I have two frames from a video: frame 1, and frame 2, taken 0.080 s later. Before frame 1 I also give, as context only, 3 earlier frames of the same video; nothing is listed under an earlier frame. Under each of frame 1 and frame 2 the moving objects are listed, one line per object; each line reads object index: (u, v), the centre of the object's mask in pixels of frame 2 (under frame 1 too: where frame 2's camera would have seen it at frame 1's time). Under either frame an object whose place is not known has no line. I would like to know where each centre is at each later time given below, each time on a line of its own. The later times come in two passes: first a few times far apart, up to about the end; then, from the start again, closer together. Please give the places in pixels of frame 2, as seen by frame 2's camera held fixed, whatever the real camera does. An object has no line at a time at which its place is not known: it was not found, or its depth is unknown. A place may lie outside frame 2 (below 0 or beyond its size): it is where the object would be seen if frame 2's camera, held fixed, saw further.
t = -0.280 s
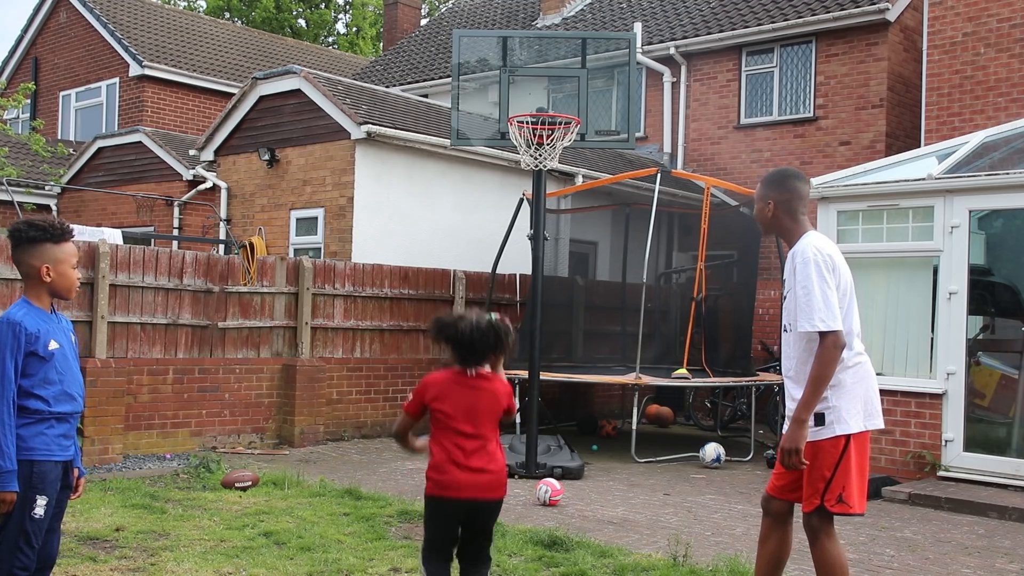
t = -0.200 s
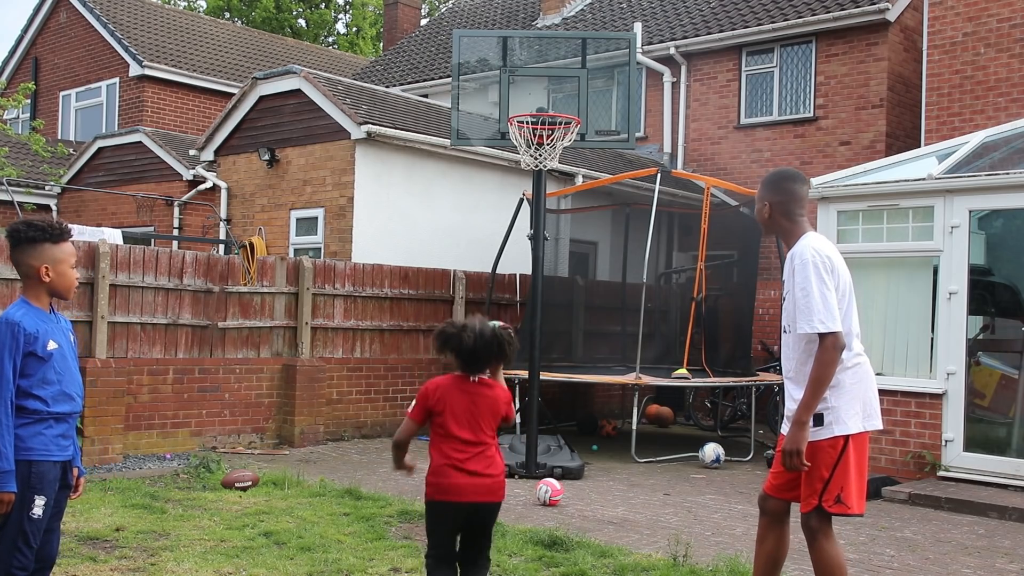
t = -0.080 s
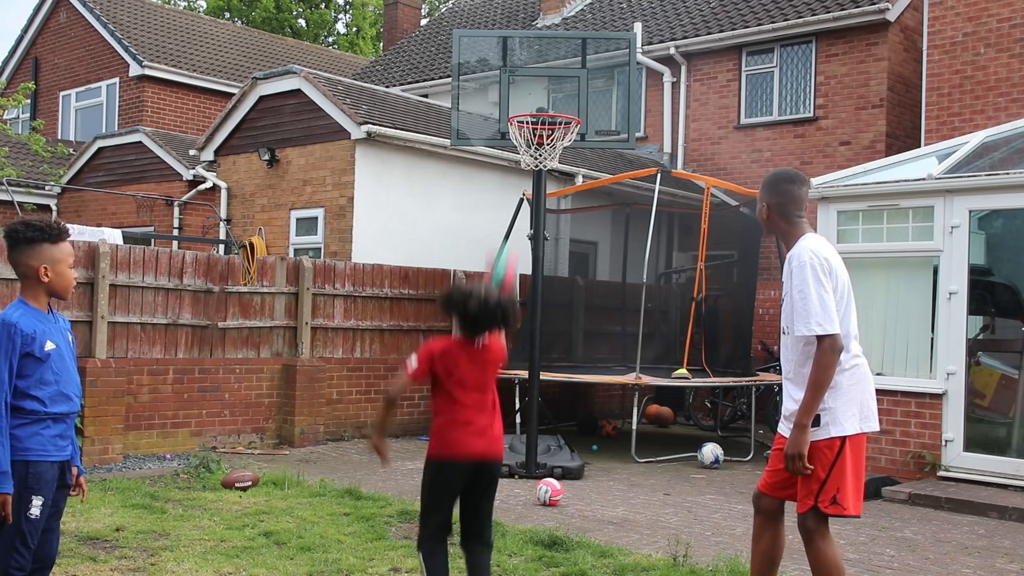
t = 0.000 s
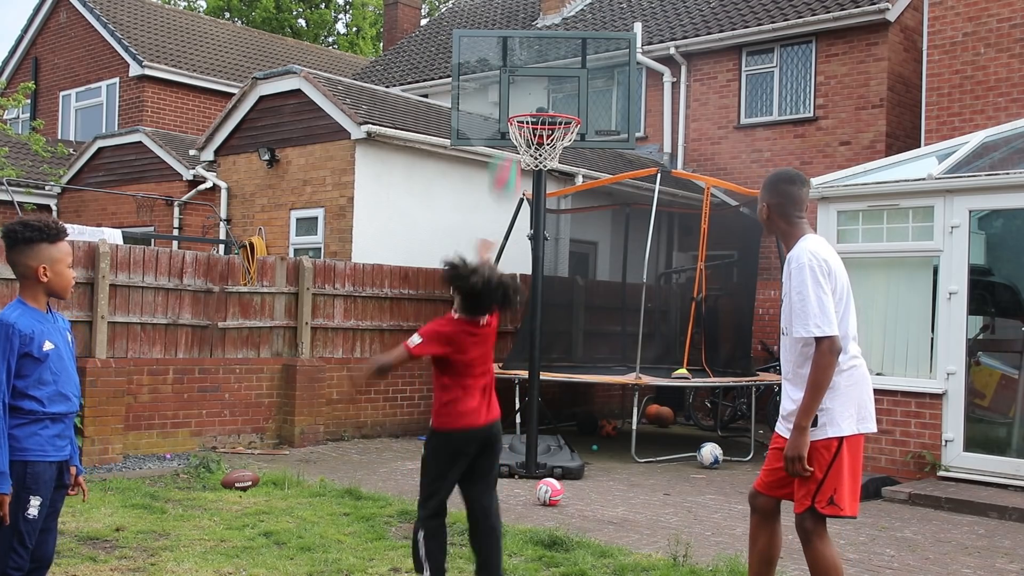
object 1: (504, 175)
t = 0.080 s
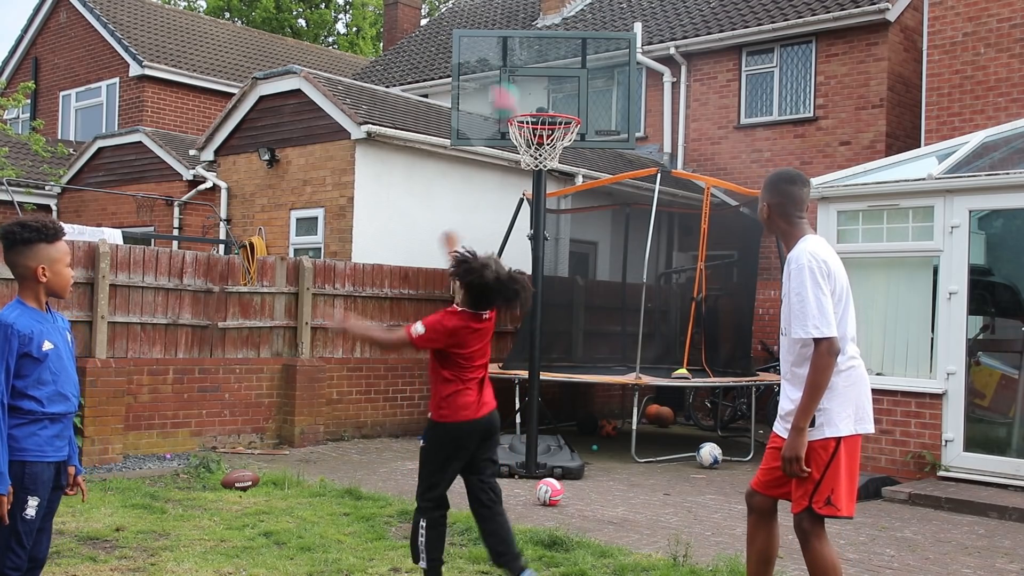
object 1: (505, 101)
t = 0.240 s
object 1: (506, 23)
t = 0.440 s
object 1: (503, 8)
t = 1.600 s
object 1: (285, 444)
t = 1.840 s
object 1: (225, 423)
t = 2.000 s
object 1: (229, 423)
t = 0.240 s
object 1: (506, 23)
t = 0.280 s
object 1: (505, 13)
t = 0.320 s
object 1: (505, 9)
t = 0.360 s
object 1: (504, 7)
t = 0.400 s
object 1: (503, 7)
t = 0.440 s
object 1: (503, 8)
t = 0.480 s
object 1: (502, 10)
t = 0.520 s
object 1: (502, 15)
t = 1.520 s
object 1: (321, 453)
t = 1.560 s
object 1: (302, 447)
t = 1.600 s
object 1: (285, 444)
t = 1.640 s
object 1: (269, 442)
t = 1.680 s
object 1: (251, 442)
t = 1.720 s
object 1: (230, 443)
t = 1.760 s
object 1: (223, 436)
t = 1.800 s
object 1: (225, 428)
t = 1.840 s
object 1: (225, 423)
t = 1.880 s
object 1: (226, 421)
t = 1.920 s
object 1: (228, 420)
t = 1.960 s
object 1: (228, 420)
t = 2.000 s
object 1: (229, 423)
